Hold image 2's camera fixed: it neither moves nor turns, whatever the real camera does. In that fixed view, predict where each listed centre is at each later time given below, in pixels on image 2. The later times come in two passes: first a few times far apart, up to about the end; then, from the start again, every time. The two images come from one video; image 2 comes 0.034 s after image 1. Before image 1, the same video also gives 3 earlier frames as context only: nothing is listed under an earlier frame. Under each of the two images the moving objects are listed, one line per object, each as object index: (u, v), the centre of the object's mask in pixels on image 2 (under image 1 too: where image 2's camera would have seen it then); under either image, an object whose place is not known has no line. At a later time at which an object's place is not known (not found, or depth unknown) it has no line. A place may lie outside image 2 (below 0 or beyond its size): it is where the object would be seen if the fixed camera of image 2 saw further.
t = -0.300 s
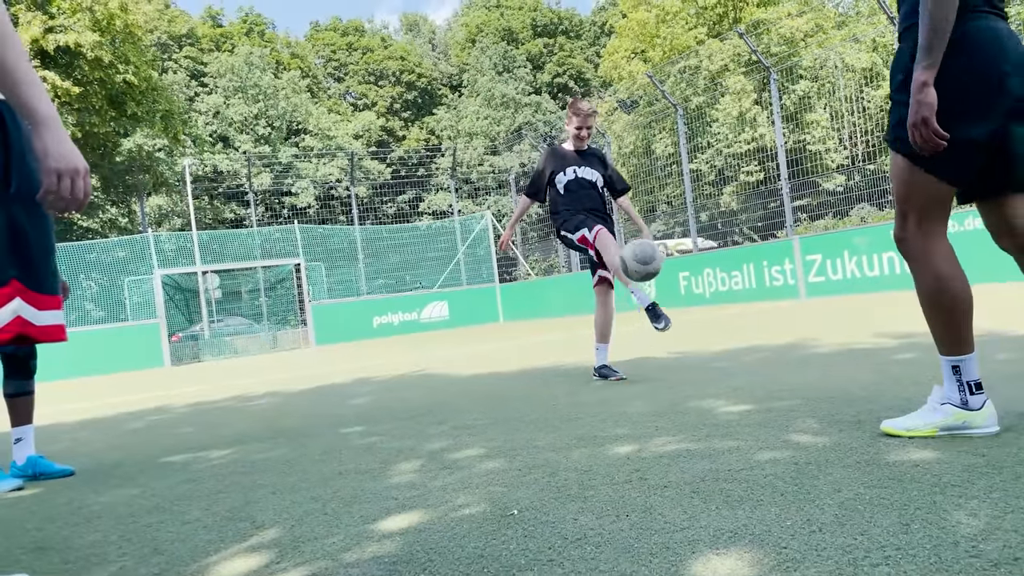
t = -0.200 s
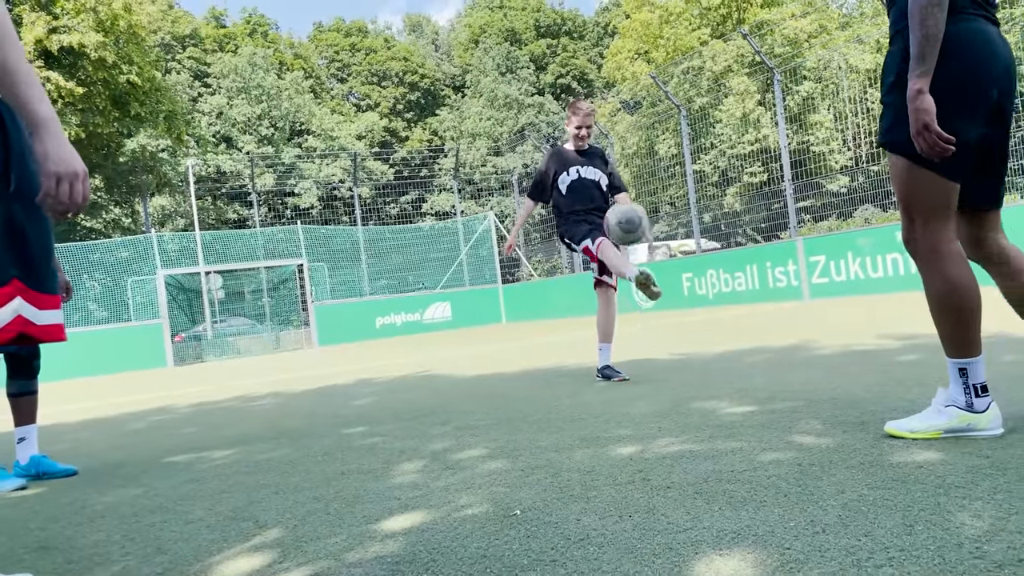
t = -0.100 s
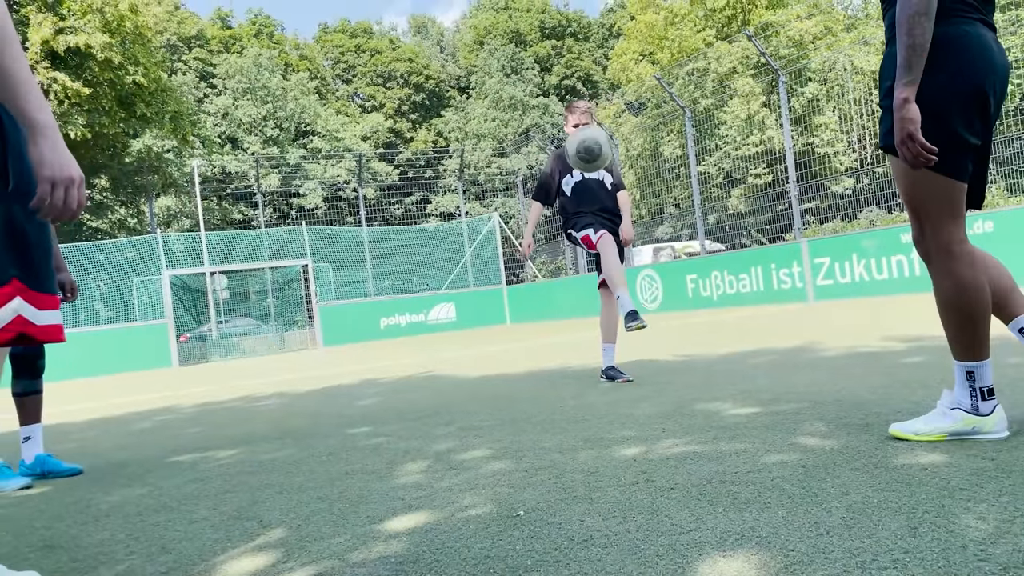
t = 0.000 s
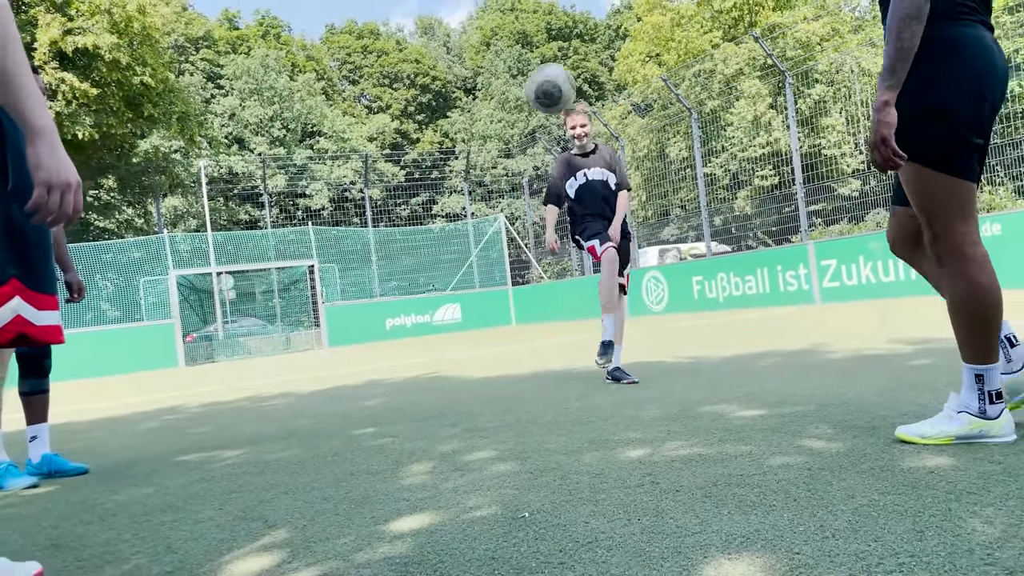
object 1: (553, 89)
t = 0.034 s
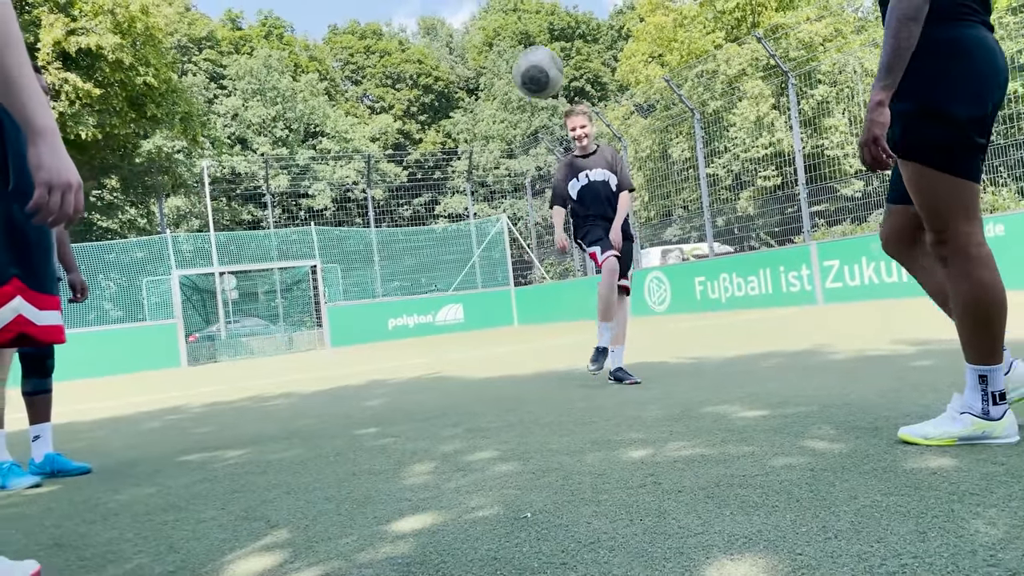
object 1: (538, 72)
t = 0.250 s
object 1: (432, 20)
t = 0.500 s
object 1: (285, 121)
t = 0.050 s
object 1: (530, 64)
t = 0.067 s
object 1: (522, 57)
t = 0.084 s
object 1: (514, 50)
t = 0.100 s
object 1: (507, 44)
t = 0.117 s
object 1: (499, 39)
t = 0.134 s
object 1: (491, 34)
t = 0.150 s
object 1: (482, 29)
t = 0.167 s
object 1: (474, 26)
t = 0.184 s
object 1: (466, 23)
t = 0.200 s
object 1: (457, 22)
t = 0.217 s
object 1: (448, 21)
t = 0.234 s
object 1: (441, 21)
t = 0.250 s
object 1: (432, 20)
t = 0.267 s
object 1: (423, 21)
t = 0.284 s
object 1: (413, 20)
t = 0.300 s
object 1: (404, 22)
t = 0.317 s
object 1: (395, 23)
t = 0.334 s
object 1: (385, 26)
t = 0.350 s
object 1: (376, 32)
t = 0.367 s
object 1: (367, 39)
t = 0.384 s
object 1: (356, 44)
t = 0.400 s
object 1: (346, 53)
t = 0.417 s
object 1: (337, 60)
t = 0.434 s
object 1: (327, 70)
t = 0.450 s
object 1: (317, 81)
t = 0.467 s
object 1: (306, 93)
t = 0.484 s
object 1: (295, 107)
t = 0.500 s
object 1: (285, 121)
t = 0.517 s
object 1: (274, 136)
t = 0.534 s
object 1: (263, 153)
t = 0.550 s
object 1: (252, 171)
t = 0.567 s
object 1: (241, 191)
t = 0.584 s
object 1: (228, 211)
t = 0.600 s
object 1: (215, 234)
